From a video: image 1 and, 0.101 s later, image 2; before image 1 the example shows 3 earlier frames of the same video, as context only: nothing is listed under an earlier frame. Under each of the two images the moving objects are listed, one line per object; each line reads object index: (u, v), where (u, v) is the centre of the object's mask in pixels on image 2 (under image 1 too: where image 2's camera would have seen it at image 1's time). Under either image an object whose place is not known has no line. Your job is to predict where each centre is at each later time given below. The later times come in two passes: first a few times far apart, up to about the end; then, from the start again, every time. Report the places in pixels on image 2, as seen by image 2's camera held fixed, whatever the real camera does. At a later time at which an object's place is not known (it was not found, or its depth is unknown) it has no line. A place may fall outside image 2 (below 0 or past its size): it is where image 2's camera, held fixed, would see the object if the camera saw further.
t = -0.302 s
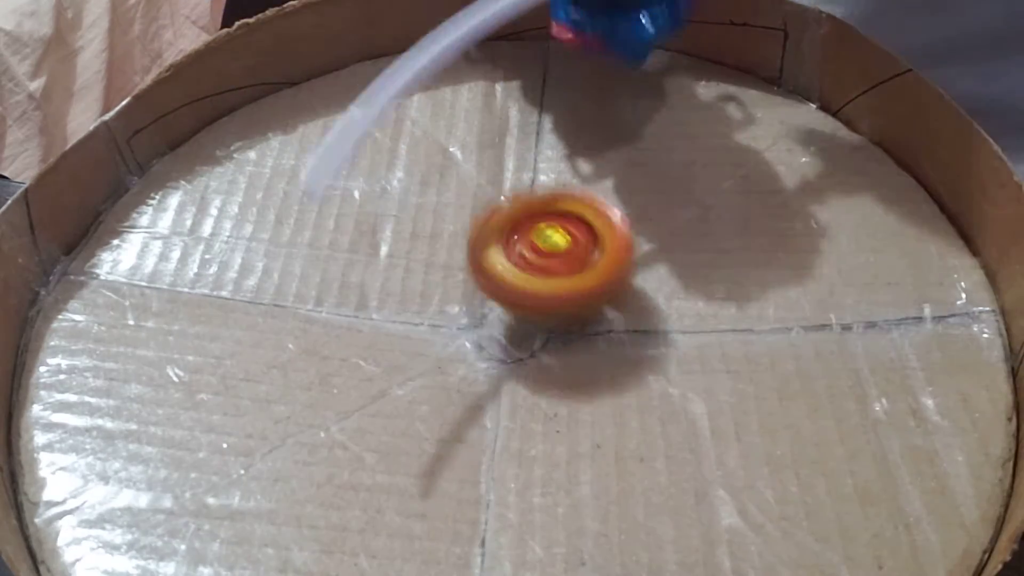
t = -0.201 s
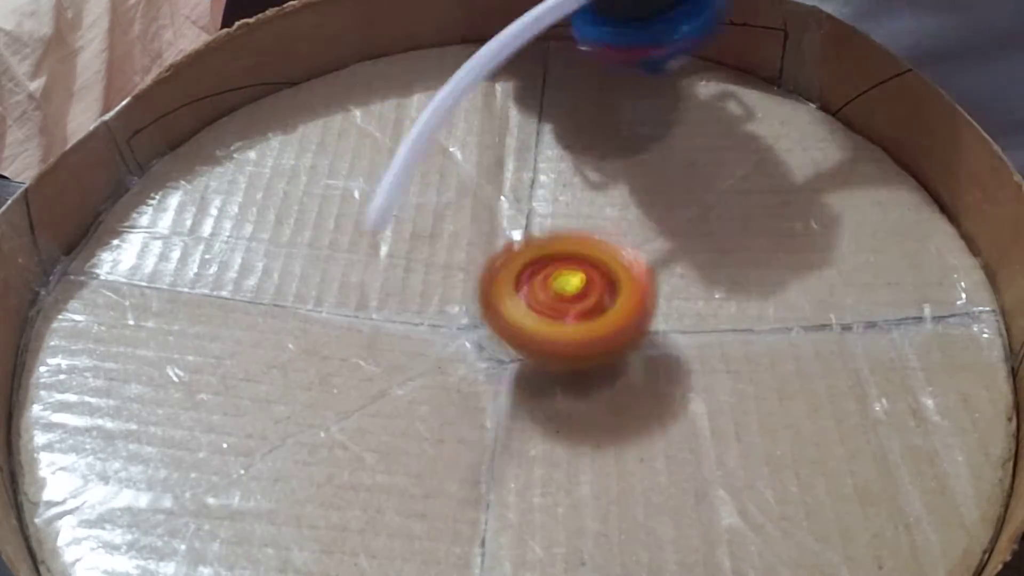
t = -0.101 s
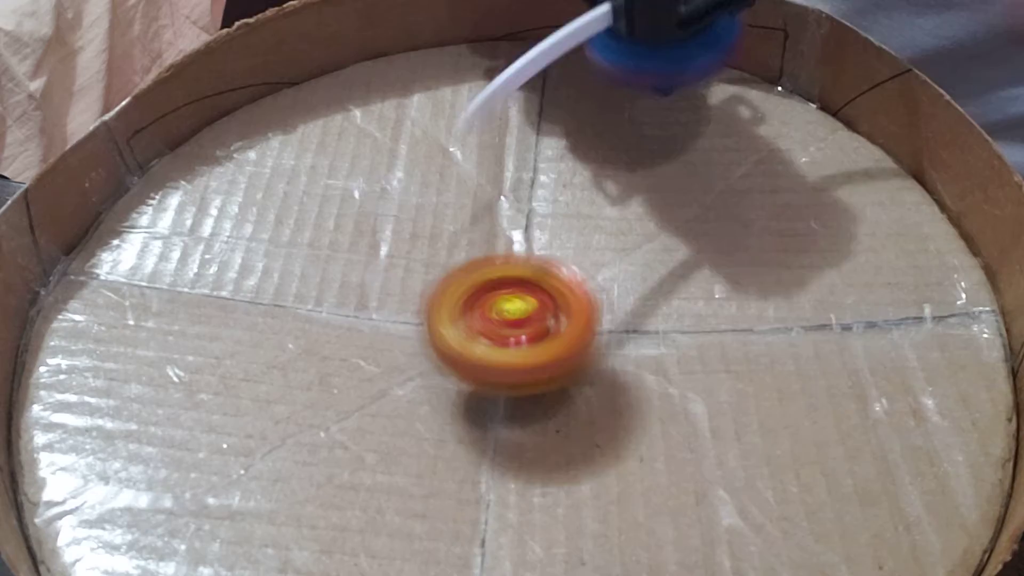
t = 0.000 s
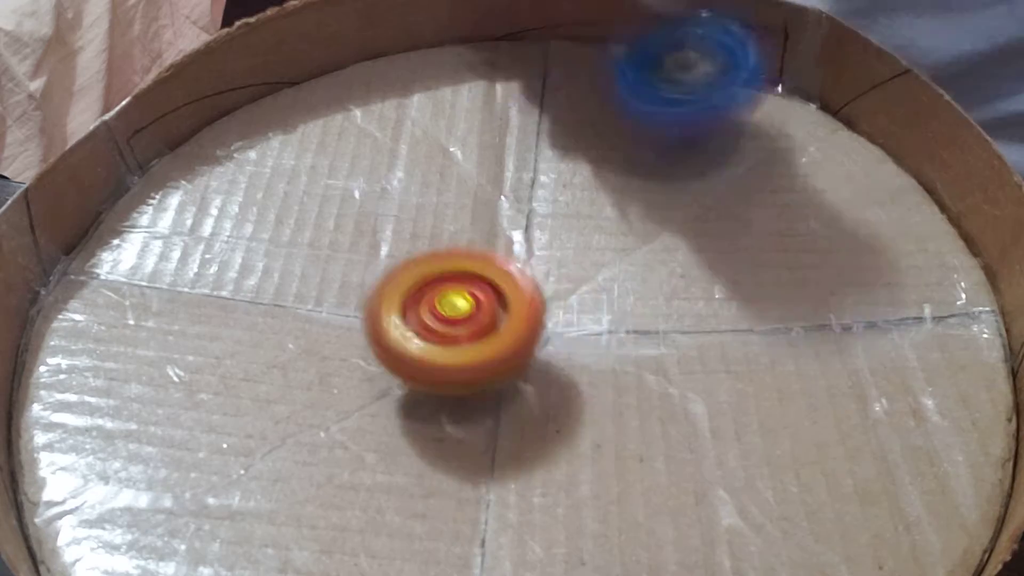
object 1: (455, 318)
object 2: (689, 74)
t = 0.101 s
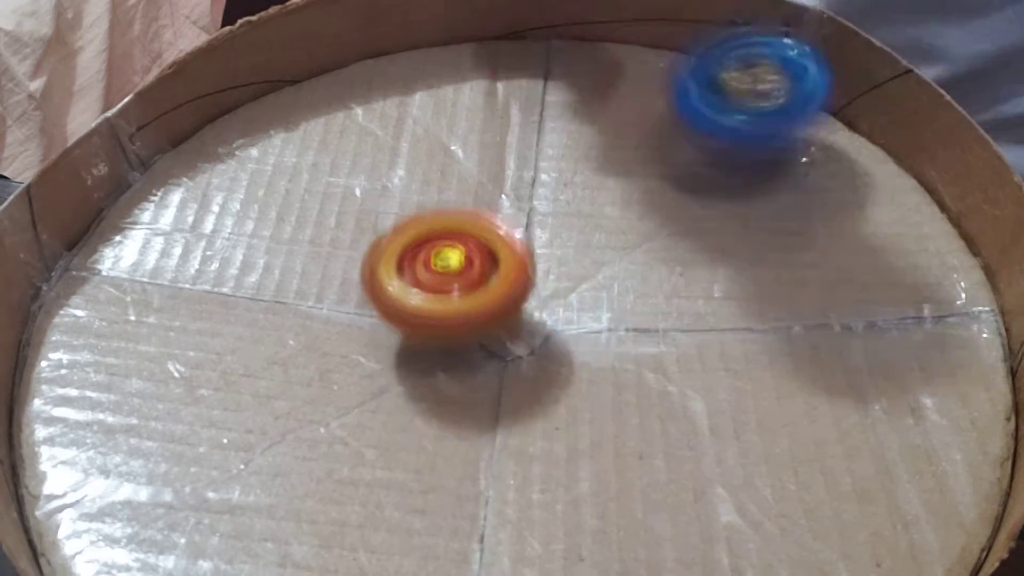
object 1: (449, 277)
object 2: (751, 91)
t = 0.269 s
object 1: (521, 238)
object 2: (799, 152)
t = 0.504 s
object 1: (565, 304)
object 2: (793, 263)
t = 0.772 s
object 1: (385, 282)
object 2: (724, 373)
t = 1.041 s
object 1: (424, 194)
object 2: (454, 387)
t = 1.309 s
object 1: (506, 95)
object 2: (437, 421)
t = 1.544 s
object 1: (579, 136)
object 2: (478, 376)
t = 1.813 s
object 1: (670, 79)
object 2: (442, 345)
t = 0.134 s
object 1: (456, 264)
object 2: (770, 105)
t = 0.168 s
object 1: (467, 256)
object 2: (785, 115)
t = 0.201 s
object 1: (481, 248)
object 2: (793, 128)
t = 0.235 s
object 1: (501, 241)
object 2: (796, 140)
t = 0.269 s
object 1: (521, 238)
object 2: (799, 152)
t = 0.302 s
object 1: (541, 237)
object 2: (797, 165)
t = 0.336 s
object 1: (557, 241)
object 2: (795, 178)
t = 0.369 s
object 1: (572, 249)
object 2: (793, 190)
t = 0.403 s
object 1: (584, 261)
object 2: (790, 205)
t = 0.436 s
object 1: (593, 273)
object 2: (785, 225)
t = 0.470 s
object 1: (594, 285)
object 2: (779, 249)
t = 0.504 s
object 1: (565, 304)
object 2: (793, 263)
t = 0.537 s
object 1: (531, 315)
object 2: (814, 282)
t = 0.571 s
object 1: (502, 321)
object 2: (828, 300)
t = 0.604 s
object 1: (479, 322)
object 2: (827, 314)
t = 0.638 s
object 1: (457, 319)
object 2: (814, 330)
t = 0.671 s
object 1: (440, 313)
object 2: (796, 342)
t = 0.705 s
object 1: (421, 303)
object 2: (774, 352)
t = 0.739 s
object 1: (403, 293)
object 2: (750, 362)
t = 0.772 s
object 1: (385, 282)
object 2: (724, 373)
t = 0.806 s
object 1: (369, 272)
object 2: (693, 380)
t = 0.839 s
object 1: (356, 260)
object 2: (658, 384)
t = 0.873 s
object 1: (357, 249)
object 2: (621, 386)
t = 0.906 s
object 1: (367, 239)
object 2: (584, 385)
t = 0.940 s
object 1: (381, 234)
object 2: (545, 381)
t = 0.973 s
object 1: (400, 233)
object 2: (499, 374)
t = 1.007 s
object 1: (420, 229)
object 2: (465, 367)
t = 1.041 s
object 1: (424, 194)
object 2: (454, 387)
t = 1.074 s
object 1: (433, 168)
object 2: (447, 404)
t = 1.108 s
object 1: (442, 148)
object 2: (436, 415)
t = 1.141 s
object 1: (451, 133)
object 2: (429, 419)
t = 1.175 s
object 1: (459, 120)
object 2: (427, 421)
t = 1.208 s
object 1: (467, 111)
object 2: (426, 422)
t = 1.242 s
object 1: (476, 105)
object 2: (427, 422)
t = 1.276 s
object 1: (491, 100)
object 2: (431, 423)
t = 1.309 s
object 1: (506, 95)
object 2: (437, 421)
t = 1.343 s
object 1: (517, 91)
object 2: (443, 419)
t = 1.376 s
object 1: (532, 90)
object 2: (450, 417)
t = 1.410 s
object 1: (547, 91)
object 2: (457, 413)
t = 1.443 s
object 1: (555, 97)
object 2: (461, 407)
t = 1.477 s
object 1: (563, 106)
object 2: (467, 399)
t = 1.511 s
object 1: (572, 120)
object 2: (474, 389)
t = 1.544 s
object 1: (579, 136)
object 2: (478, 376)
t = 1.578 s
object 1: (584, 152)
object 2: (477, 365)
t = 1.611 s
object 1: (589, 168)
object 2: (481, 349)
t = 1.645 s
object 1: (590, 183)
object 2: (483, 334)
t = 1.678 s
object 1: (592, 200)
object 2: (482, 322)
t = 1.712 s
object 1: (605, 183)
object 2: (476, 319)
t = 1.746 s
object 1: (623, 141)
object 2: (459, 331)
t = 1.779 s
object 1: (644, 105)
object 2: (448, 344)
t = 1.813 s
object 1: (670, 79)
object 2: (442, 345)
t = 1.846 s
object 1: (691, 75)
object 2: (443, 337)
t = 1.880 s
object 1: (707, 69)
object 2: (447, 322)
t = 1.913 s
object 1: (719, 67)
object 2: (457, 308)
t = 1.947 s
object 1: (722, 62)
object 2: (471, 292)
